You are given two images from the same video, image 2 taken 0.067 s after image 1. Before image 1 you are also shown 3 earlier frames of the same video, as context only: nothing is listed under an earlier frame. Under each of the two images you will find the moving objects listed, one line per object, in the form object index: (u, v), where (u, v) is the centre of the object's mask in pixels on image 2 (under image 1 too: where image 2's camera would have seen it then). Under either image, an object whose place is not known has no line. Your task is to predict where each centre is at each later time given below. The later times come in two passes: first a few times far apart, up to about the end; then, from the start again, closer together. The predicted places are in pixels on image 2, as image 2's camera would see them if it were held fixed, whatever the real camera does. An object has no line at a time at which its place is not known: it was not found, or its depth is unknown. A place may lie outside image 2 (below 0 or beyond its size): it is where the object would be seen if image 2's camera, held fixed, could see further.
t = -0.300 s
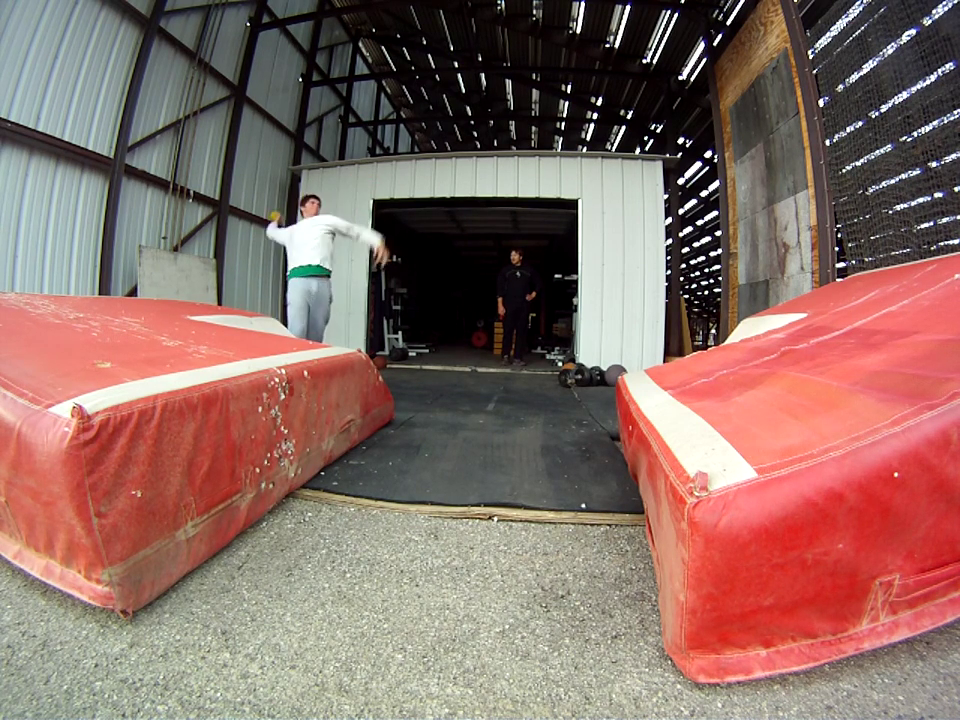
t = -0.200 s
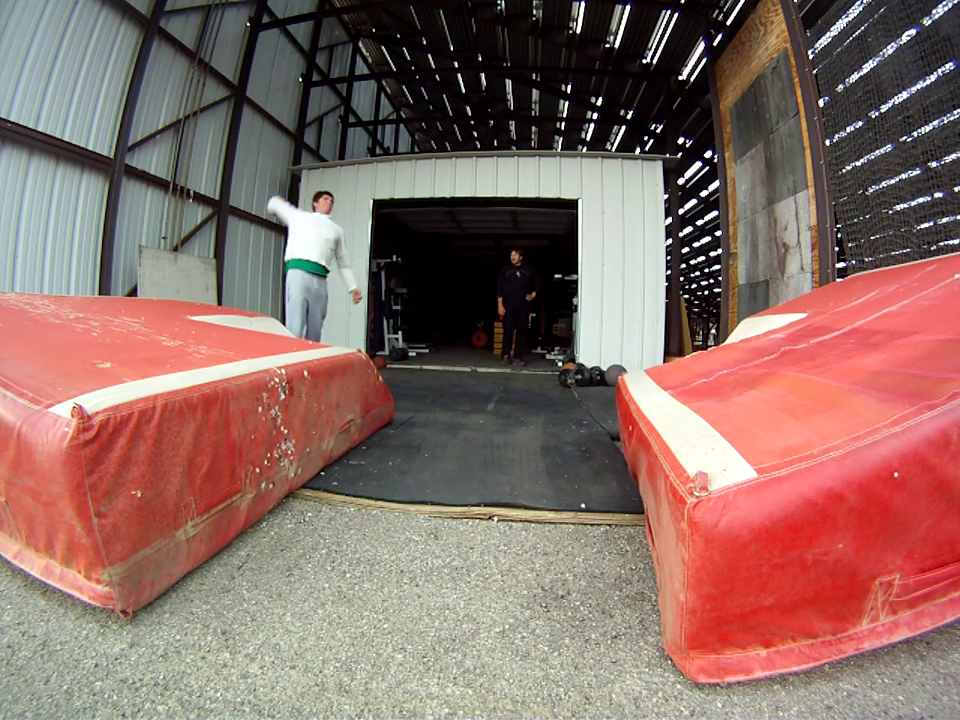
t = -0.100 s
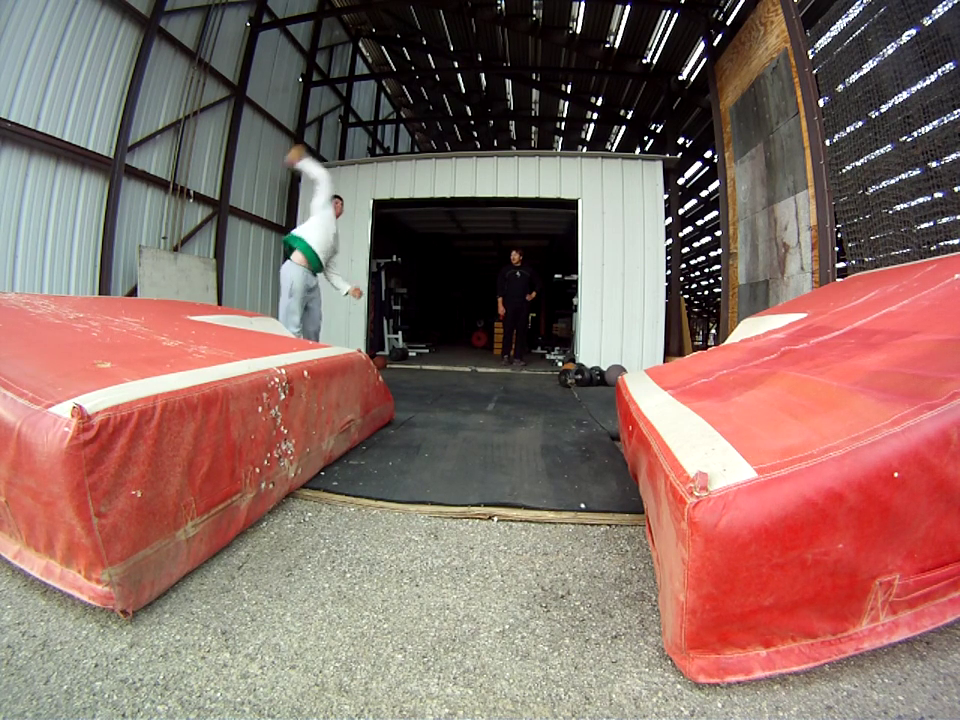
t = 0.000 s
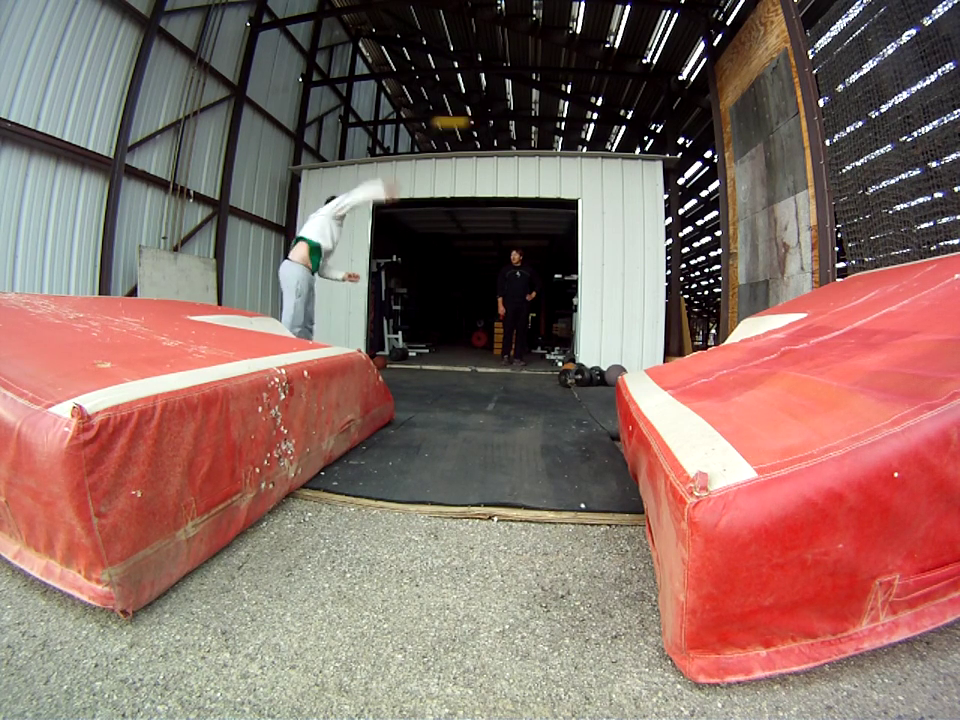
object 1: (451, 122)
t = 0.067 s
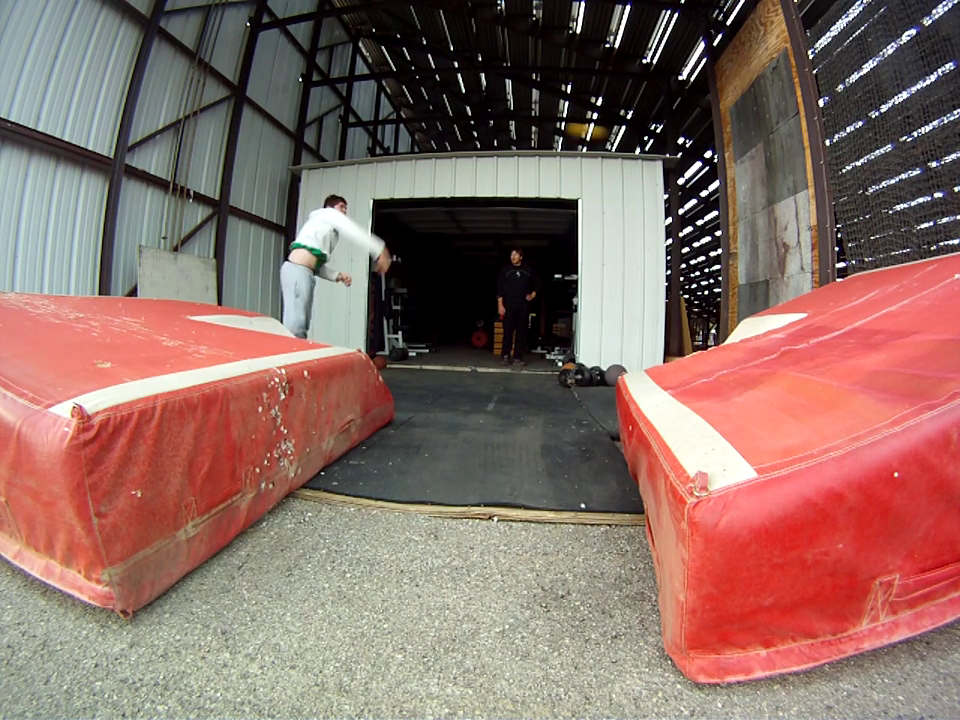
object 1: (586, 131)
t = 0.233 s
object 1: (762, 176)
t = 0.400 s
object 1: (701, 197)
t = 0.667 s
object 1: (576, 321)
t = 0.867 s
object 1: (497, 383)
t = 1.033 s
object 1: (460, 364)
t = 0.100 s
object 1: (652, 141)
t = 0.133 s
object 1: (709, 154)
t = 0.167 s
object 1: (770, 171)
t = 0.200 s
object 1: (774, 176)
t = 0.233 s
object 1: (762, 176)
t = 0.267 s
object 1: (750, 177)
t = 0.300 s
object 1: (738, 181)
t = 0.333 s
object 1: (726, 185)
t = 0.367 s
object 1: (713, 190)
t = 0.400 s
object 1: (701, 197)
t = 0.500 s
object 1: (659, 229)
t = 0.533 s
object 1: (643, 243)
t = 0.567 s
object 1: (628, 259)
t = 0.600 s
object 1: (612, 277)
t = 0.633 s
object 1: (596, 296)
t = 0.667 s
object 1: (576, 321)
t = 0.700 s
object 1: (560, 342)
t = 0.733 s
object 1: (541, 367)
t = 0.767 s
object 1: (524, 394)
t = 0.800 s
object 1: (512, 399)
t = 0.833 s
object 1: (504, 390)
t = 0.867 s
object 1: (497, 383)
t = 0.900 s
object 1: (490, 376)
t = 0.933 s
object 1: (483, 371)
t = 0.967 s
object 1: (475, 367)
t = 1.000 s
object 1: (468, 365)
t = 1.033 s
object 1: (460, 364)
